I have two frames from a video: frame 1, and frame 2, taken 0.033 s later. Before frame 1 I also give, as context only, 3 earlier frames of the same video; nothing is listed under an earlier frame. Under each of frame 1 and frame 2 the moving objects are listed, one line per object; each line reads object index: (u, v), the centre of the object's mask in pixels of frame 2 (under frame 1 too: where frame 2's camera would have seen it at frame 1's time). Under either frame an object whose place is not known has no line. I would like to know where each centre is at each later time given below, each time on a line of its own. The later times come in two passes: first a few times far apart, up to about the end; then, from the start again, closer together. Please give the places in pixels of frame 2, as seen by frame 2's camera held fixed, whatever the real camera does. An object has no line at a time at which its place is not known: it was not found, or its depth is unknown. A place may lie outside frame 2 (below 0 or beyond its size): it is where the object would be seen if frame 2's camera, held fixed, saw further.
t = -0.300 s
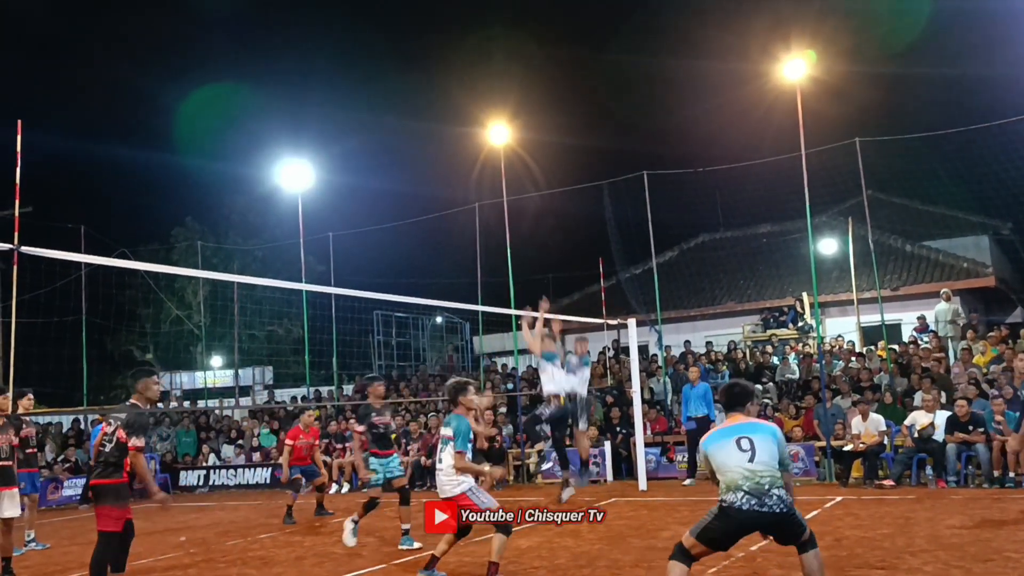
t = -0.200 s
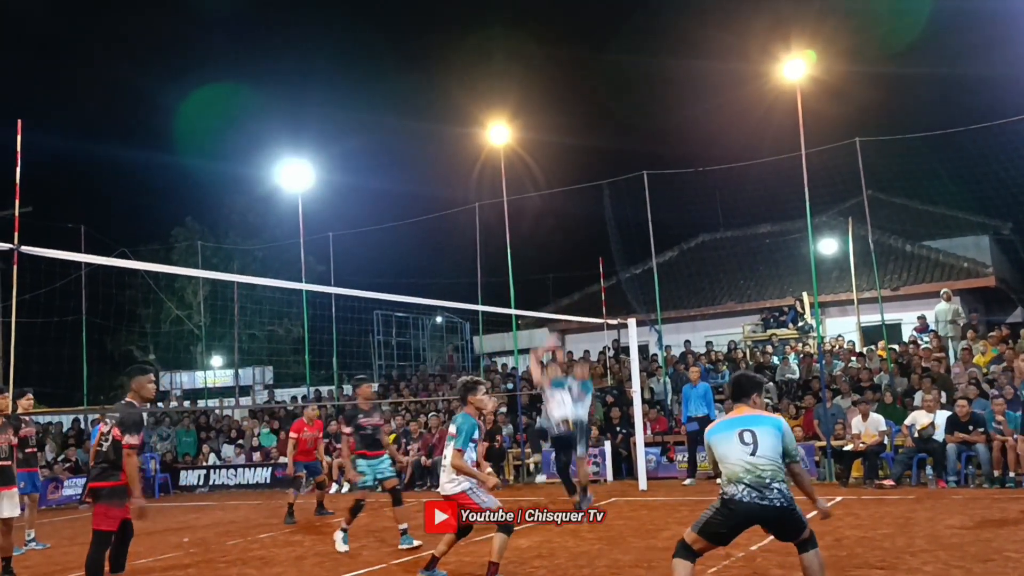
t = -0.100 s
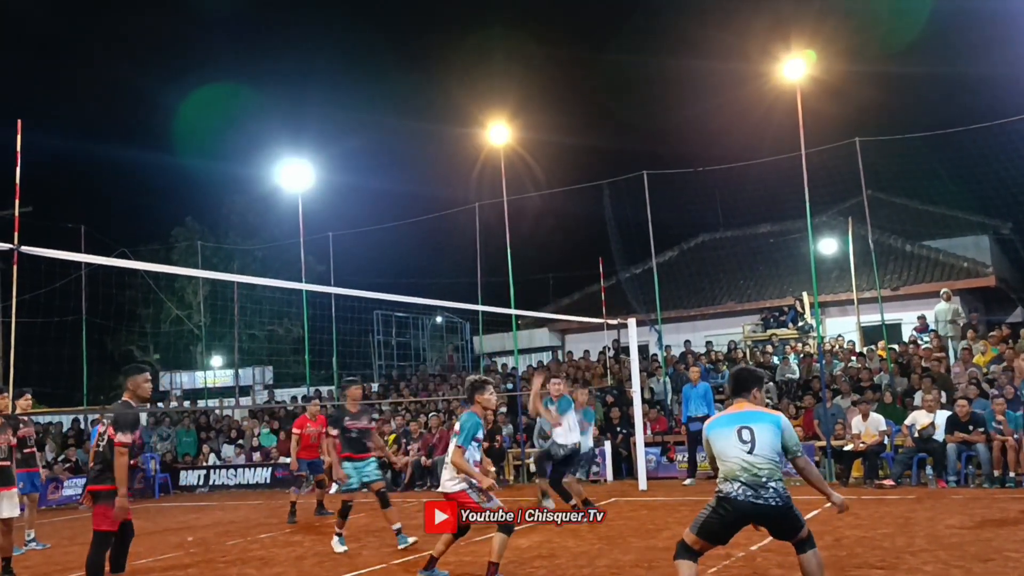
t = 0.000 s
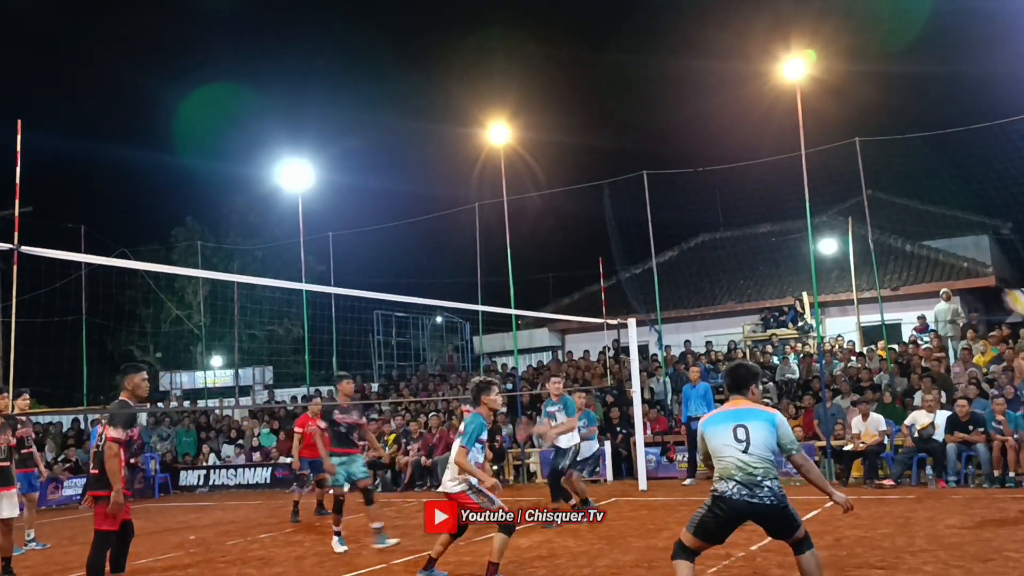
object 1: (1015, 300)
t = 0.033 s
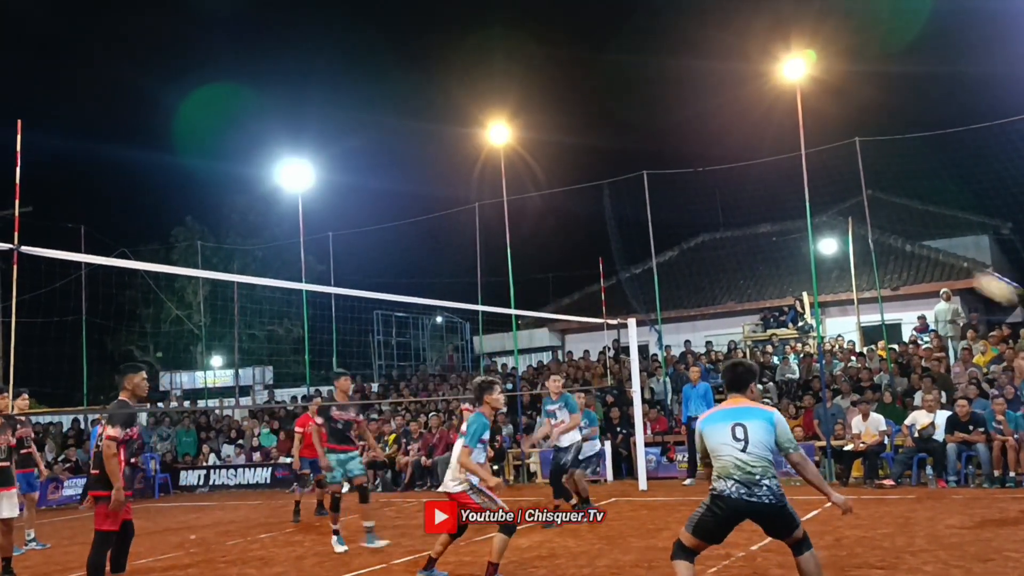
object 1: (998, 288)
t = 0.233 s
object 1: (831, 218)
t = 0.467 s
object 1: (692, 200)
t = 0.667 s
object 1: (603, 220)
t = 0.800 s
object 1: (552, 247)
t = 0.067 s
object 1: (962, 269)
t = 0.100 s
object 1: (935, 258)
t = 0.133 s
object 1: (906, 245)
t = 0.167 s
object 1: (880, 235)
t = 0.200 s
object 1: (854, 225)
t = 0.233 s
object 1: (831, 218)
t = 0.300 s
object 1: (786, 207)
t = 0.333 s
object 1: (767, 203)
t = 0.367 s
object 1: (747, 201)
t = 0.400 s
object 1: (727, 199)
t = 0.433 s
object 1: (710, 199)
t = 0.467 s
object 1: (692, 200)
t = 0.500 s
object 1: (676, 201)
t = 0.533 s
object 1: (661, 203)
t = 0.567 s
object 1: (645, 206)
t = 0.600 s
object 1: (630, 210)
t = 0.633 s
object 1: (617, 214)
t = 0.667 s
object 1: (603, 220)
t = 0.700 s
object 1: (589, 225)
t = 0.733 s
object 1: (577, 232)
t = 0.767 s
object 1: (564, 240)
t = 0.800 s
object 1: (552, 247)
